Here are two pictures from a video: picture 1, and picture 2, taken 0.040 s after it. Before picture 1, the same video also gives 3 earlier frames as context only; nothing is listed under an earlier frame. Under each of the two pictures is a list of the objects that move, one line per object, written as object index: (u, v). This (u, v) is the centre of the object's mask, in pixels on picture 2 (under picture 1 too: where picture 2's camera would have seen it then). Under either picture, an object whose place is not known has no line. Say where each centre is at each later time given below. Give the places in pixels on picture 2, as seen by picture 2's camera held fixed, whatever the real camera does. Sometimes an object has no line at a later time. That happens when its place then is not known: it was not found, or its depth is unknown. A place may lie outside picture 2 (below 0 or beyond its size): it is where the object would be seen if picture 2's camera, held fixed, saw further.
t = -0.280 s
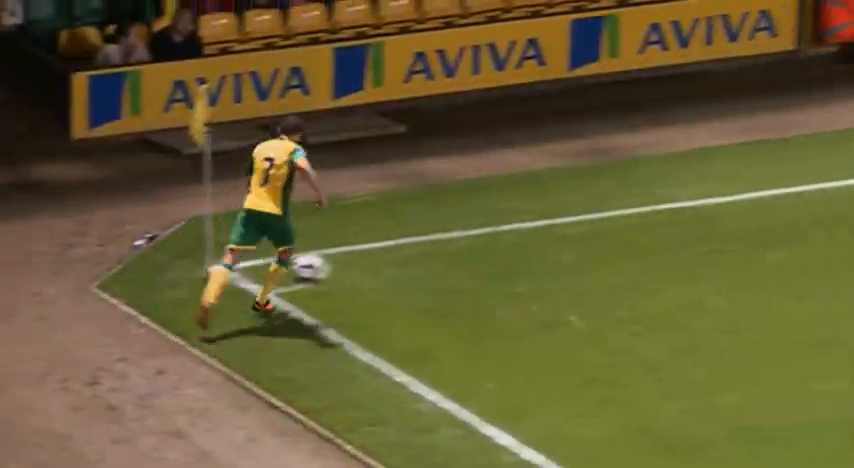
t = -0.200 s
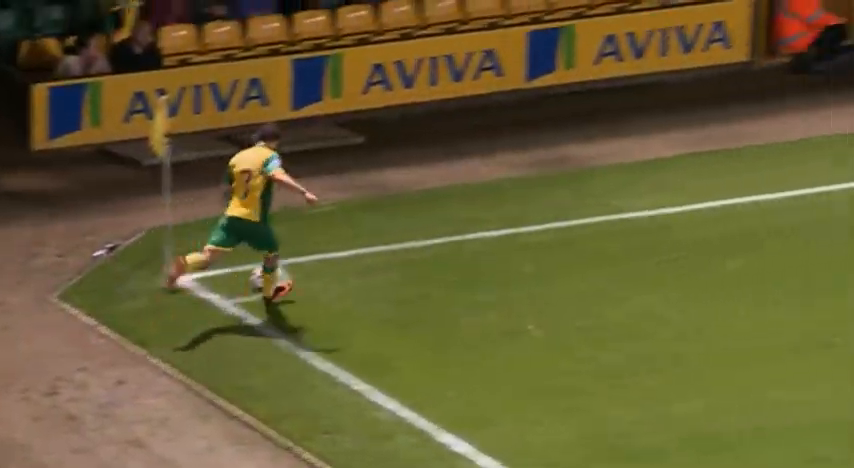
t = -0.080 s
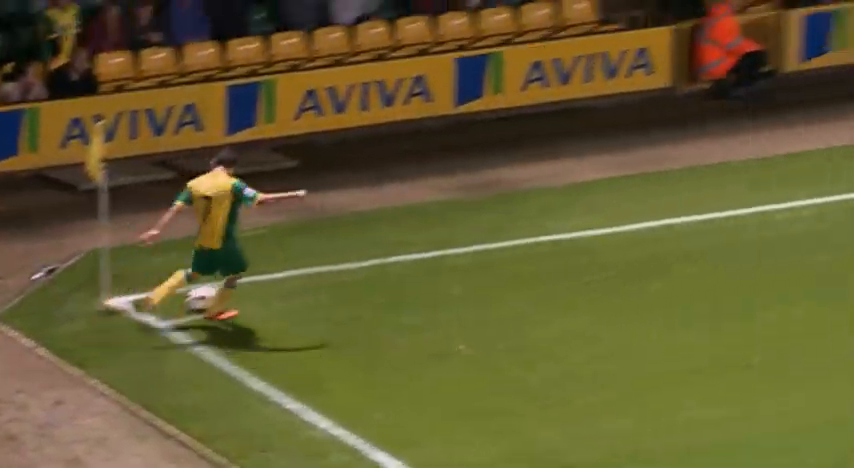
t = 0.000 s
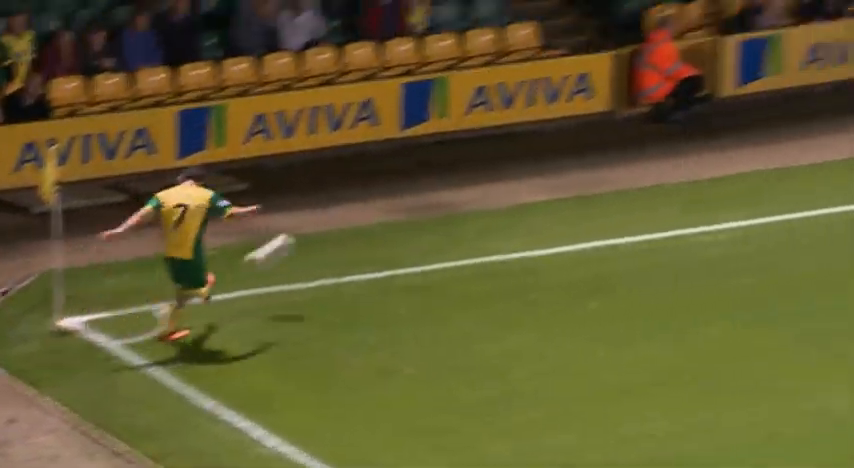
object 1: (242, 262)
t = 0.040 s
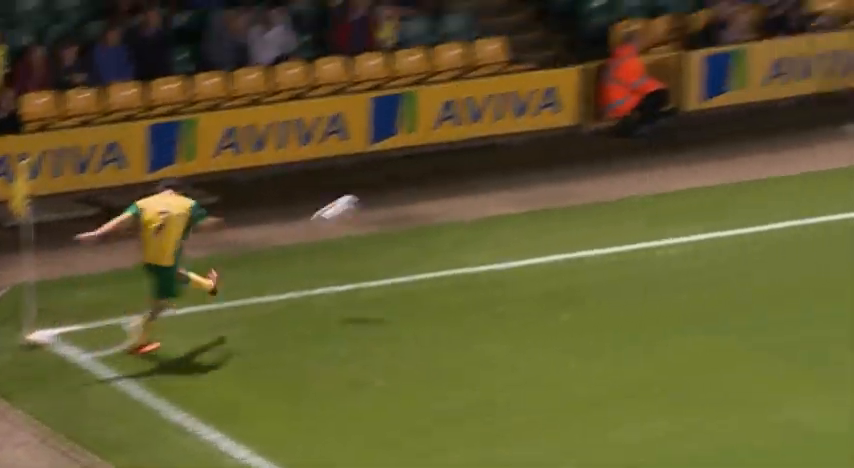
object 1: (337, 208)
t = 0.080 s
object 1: (428, 163)
